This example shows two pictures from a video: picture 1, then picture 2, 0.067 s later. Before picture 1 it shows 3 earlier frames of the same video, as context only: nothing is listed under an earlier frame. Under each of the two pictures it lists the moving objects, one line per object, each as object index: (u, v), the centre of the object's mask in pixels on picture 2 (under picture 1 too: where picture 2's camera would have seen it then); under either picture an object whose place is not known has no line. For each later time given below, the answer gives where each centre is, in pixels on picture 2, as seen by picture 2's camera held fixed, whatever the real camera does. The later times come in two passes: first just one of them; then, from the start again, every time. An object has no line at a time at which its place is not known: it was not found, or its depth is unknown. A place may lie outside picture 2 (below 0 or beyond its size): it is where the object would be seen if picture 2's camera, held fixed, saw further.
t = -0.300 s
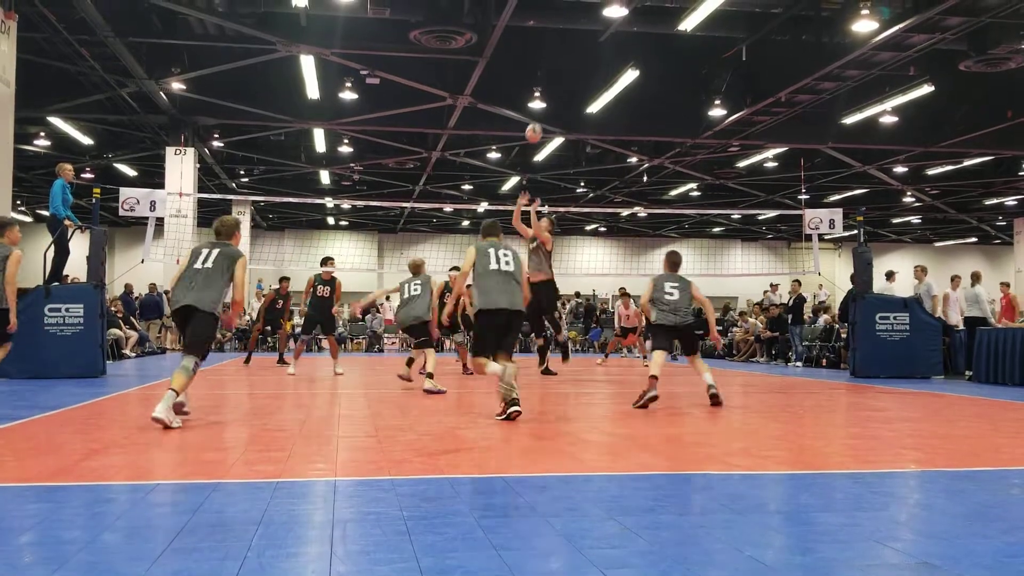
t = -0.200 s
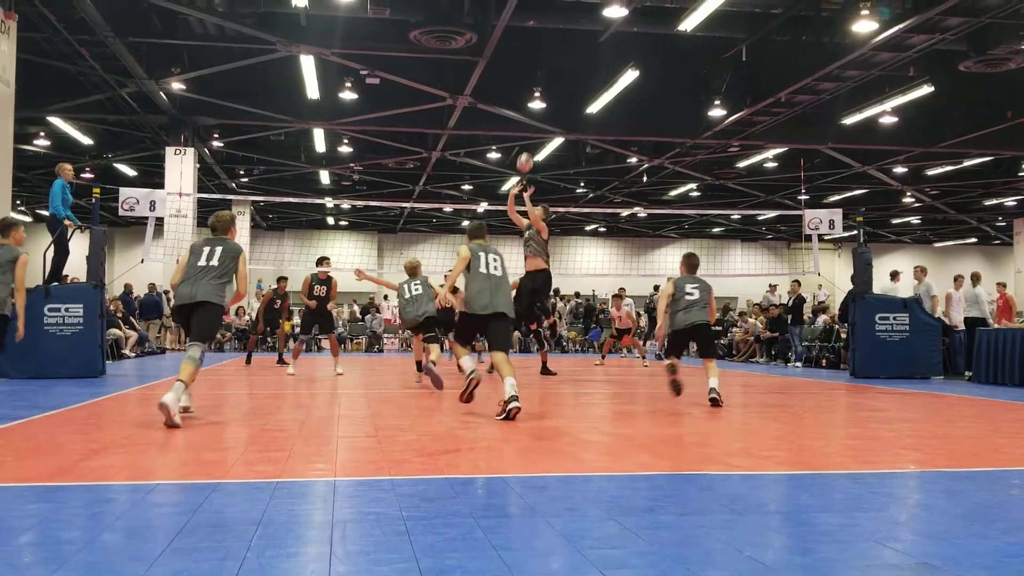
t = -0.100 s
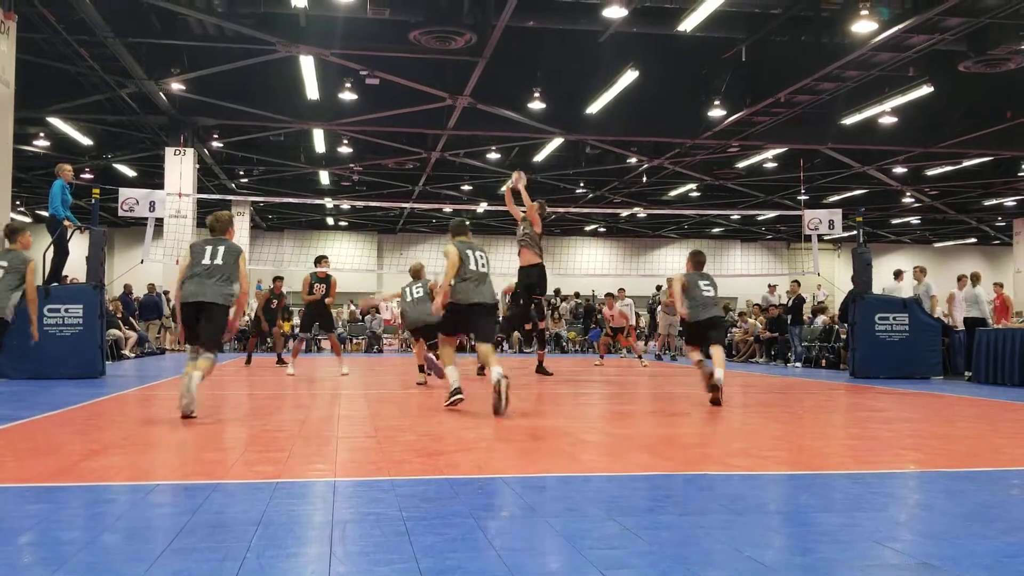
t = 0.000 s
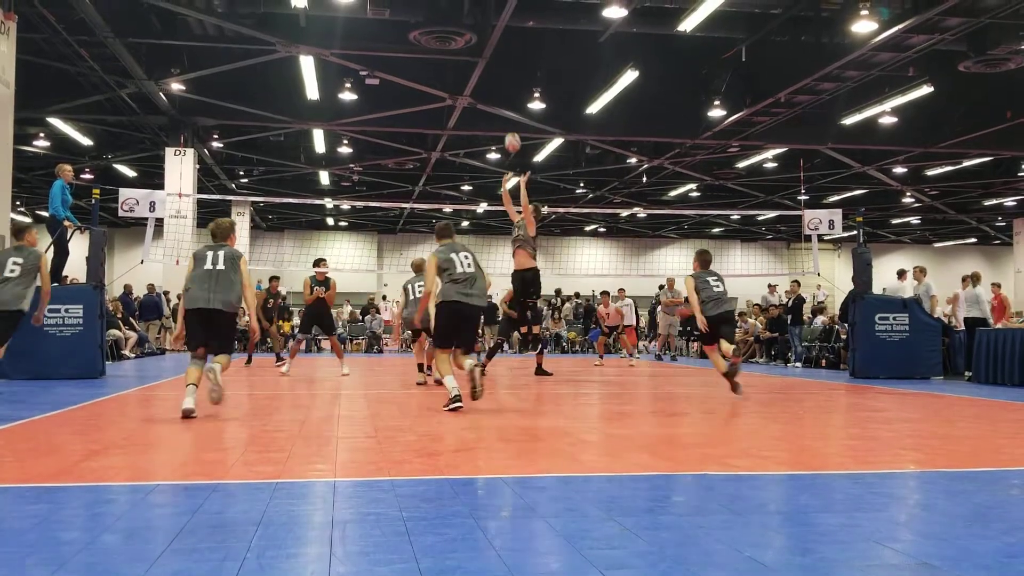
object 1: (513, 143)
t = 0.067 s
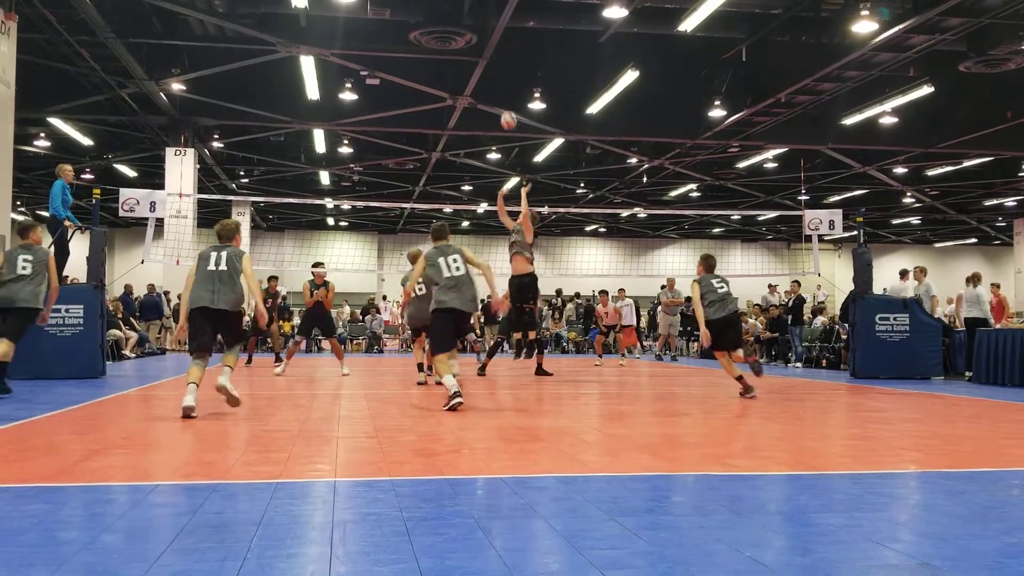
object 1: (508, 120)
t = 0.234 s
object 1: (498, 79)
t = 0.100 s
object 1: (506, 110)
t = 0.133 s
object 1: (504, 101)
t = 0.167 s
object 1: (502, 93)
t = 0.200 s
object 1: (500, 86)
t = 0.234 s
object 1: (498, 79)
